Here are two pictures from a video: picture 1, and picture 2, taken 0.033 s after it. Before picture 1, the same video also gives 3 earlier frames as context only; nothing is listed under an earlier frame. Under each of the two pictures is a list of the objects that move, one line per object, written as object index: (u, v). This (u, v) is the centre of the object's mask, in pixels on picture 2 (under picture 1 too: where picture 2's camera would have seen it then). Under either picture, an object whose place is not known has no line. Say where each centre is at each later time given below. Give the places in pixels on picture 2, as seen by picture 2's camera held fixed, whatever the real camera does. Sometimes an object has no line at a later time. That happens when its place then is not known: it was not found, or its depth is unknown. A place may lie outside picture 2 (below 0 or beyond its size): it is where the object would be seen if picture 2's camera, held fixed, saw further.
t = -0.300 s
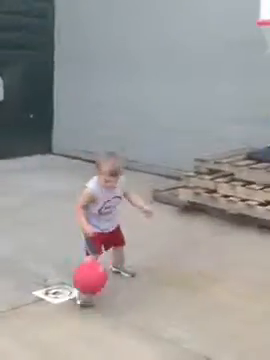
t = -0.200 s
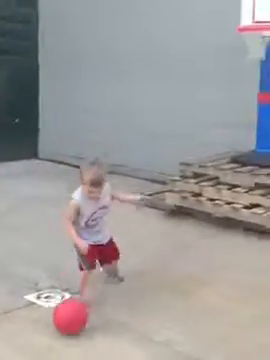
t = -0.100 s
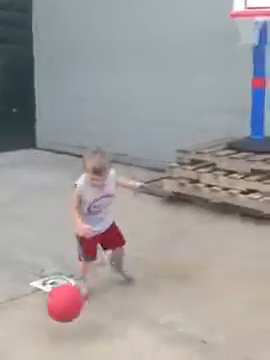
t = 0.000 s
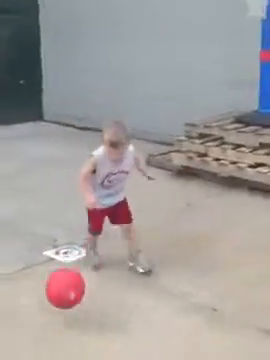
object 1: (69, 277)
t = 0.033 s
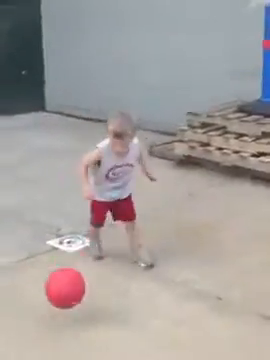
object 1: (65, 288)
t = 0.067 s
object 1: (60, 301)
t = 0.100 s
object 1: (56, 319)
